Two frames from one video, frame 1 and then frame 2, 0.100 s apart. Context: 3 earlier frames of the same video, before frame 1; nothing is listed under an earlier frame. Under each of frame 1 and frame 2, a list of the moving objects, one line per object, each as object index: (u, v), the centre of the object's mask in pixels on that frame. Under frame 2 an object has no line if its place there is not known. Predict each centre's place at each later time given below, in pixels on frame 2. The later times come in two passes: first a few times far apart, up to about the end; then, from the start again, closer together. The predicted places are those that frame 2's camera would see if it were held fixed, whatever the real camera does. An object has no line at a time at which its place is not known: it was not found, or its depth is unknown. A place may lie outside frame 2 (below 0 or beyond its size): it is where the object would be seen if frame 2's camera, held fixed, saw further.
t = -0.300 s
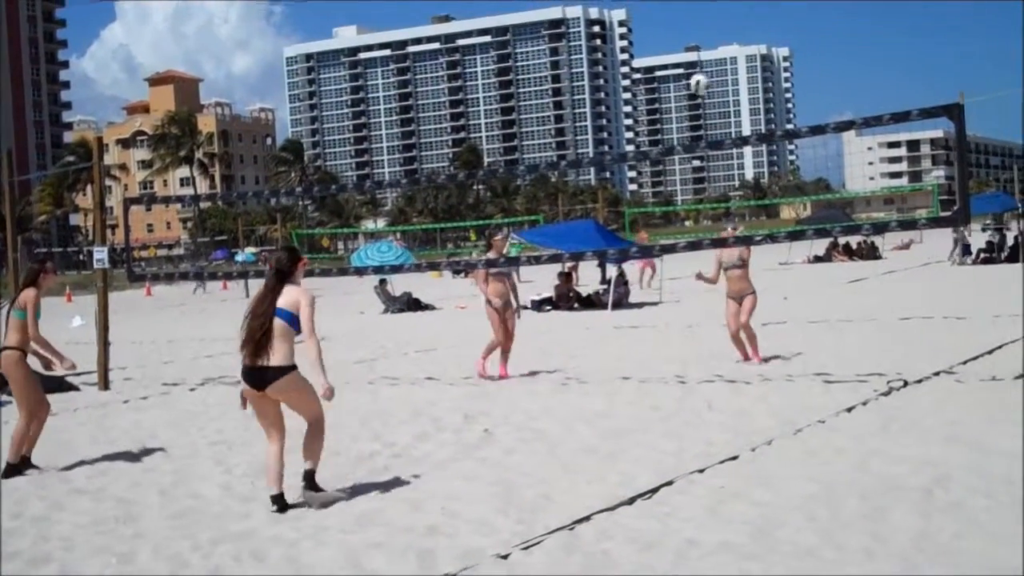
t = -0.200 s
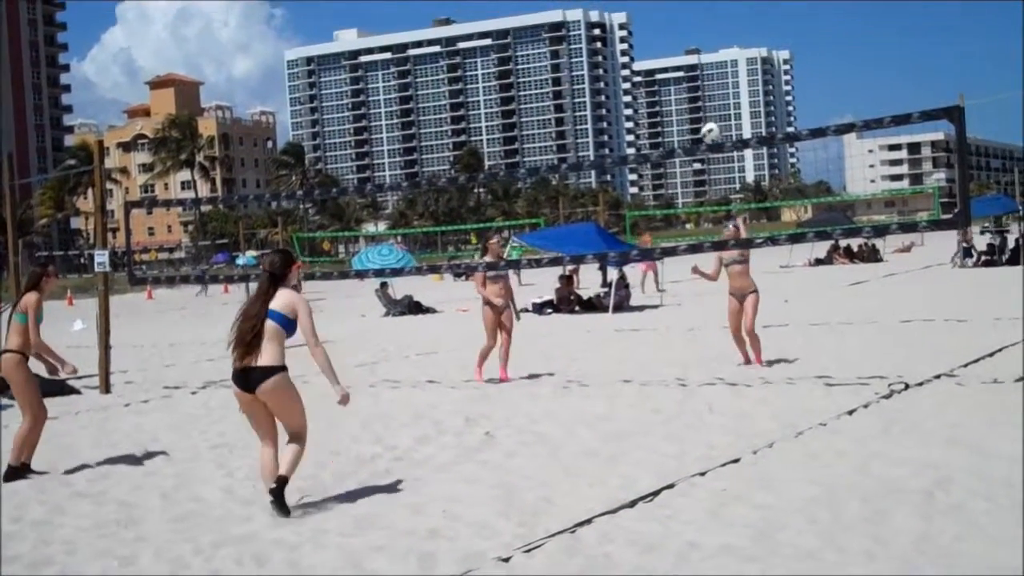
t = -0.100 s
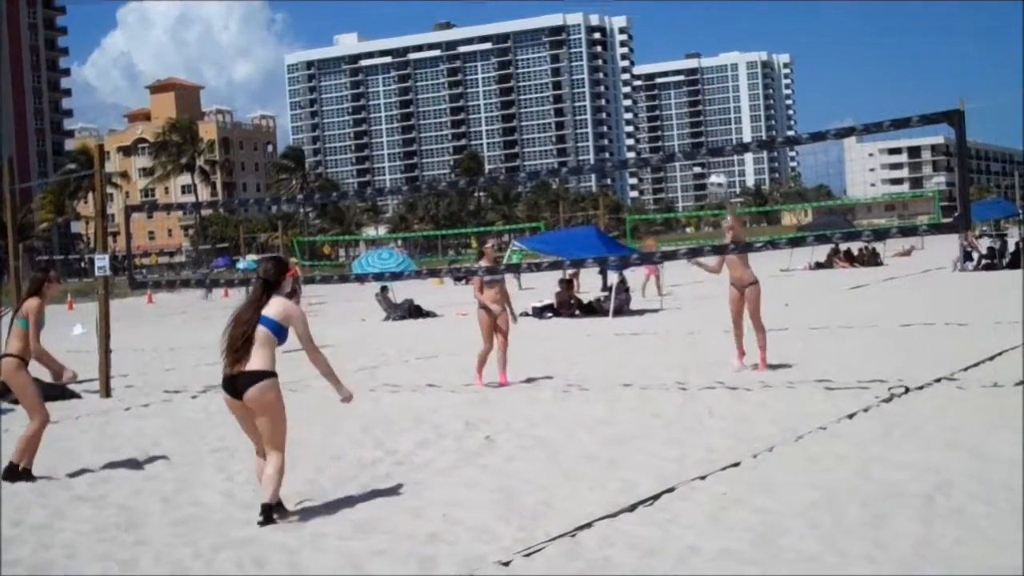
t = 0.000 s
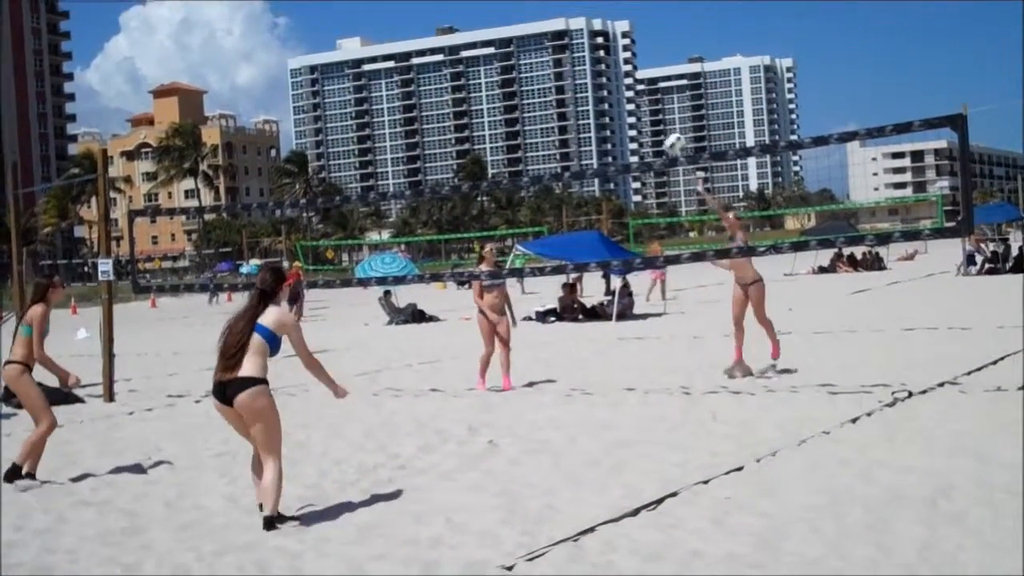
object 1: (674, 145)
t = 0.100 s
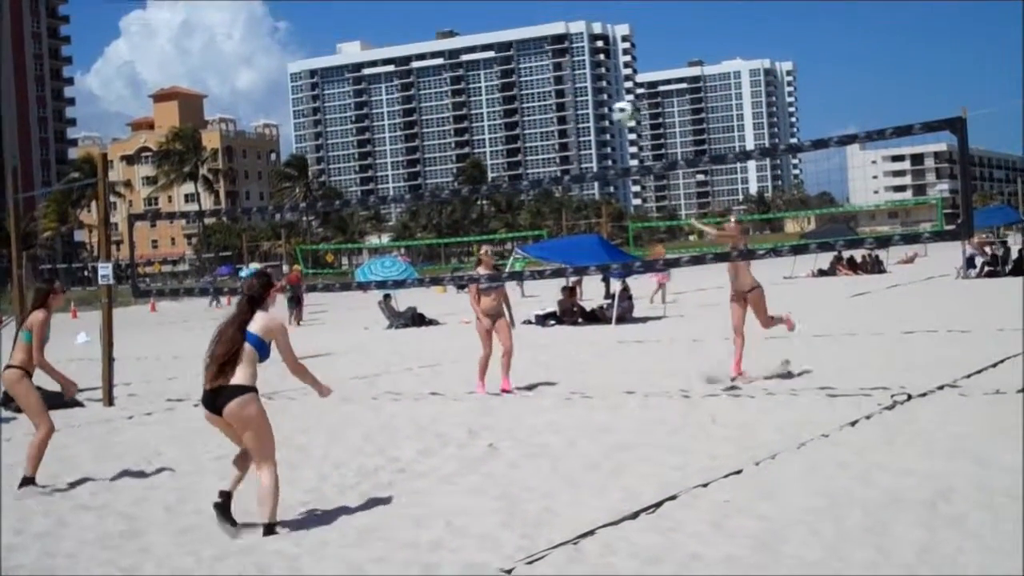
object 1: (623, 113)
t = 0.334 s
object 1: (477, 63)
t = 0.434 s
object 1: (405, 64)
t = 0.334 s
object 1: (477, 63)
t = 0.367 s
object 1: (455, 61)
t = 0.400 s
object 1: (432, 62)
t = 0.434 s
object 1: (405, 64)
